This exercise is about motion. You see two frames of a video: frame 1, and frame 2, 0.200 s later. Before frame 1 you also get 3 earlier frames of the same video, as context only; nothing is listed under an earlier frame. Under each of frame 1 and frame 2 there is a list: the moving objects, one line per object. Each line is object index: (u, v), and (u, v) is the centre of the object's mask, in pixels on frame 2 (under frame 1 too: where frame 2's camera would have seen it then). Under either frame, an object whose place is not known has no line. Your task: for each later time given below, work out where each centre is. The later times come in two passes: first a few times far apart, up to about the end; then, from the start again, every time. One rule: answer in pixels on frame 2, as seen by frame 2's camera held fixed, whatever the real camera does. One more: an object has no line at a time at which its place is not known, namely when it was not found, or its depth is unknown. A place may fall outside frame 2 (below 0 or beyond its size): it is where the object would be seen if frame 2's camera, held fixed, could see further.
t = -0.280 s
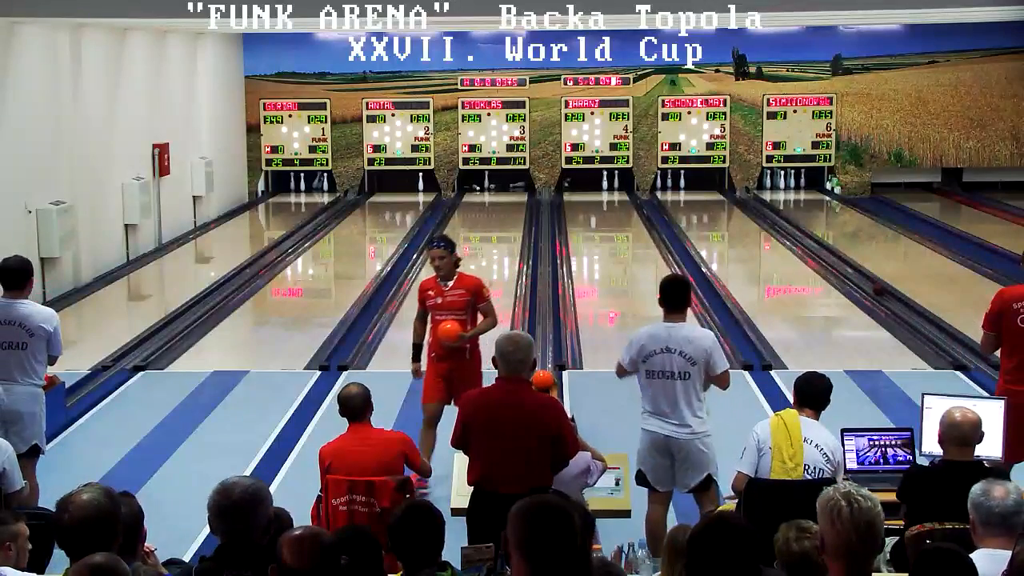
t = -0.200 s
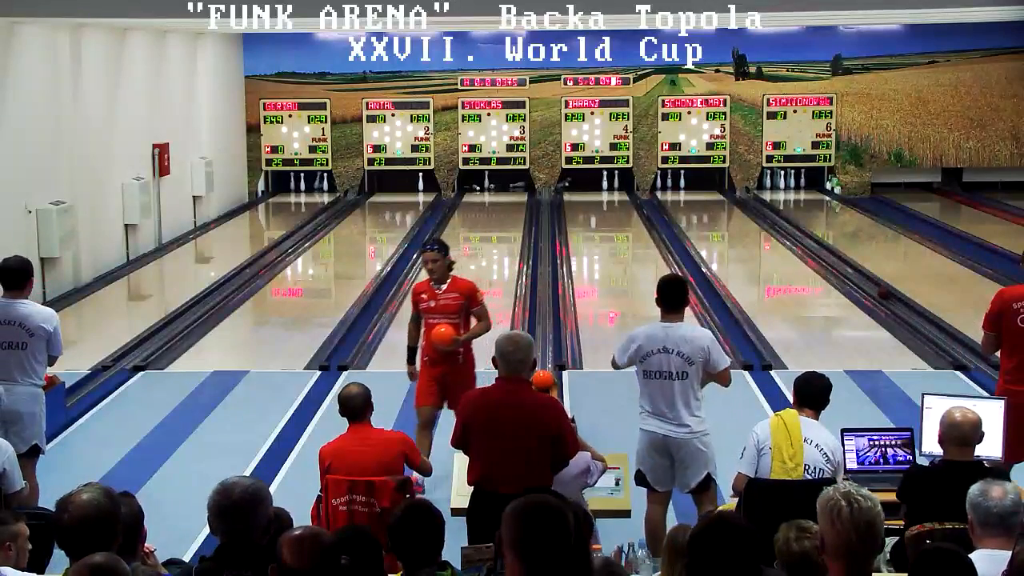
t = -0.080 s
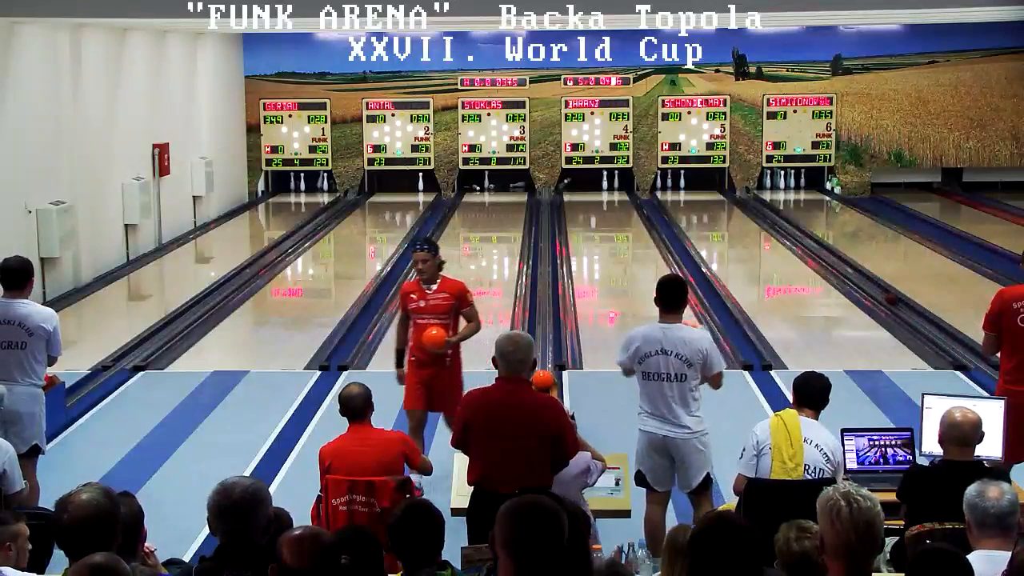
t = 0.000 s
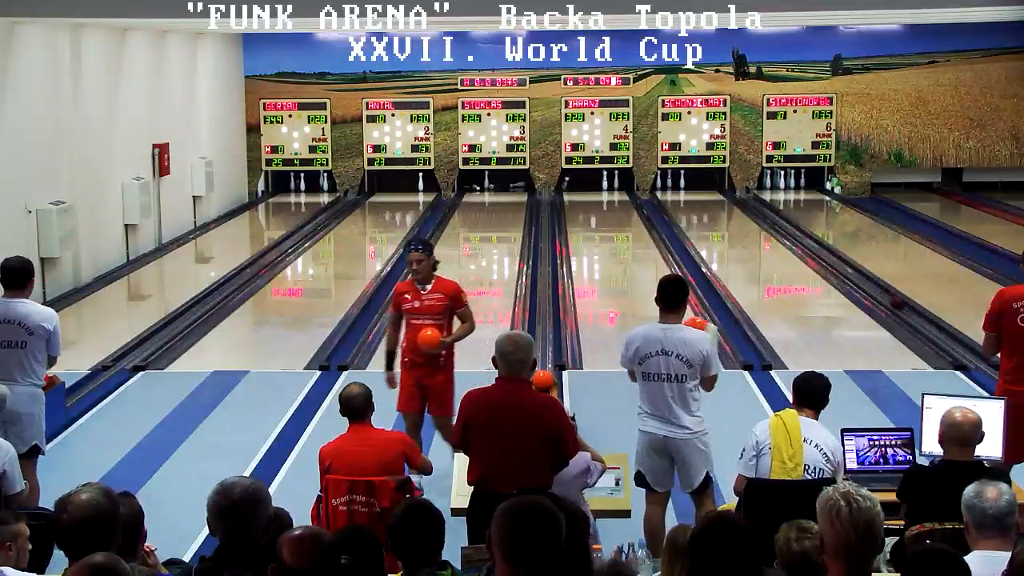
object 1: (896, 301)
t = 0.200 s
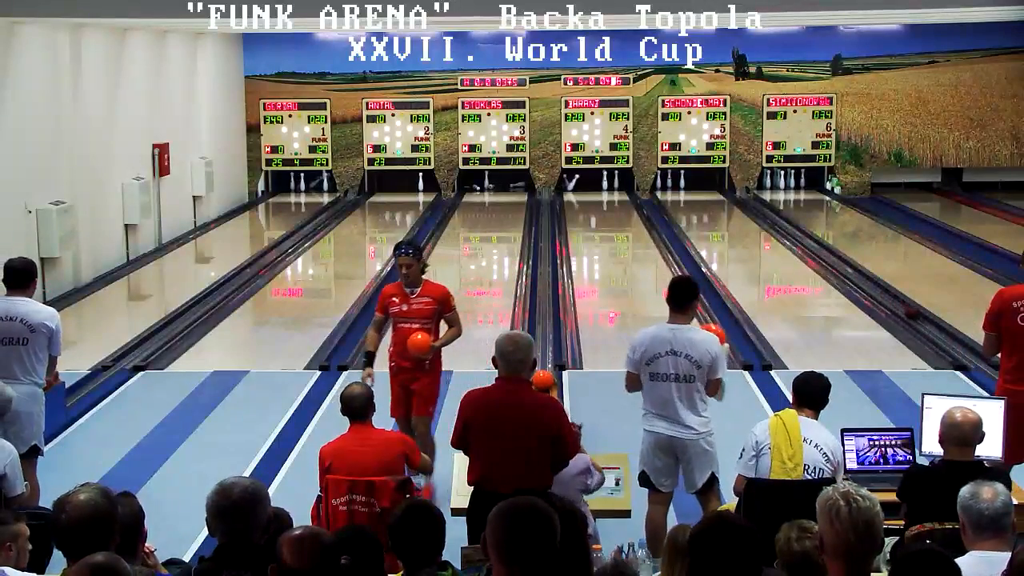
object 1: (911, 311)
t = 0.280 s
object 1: (917, 316)
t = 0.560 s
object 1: (941, 333)
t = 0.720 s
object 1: (956, 343)
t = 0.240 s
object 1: (914, 314)
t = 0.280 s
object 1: (917, 316)
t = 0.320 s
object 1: (920, 318)
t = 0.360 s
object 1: (924, 321)
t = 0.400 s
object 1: (927, 323)
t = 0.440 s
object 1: (931, 325)
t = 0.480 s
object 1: (934, 328)
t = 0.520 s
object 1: (937, 331)
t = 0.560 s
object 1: (941, 333)
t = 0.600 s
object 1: (945, 335)
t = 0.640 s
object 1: (948, 338)
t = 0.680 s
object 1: (952, 340)
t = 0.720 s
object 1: (956, 343)
